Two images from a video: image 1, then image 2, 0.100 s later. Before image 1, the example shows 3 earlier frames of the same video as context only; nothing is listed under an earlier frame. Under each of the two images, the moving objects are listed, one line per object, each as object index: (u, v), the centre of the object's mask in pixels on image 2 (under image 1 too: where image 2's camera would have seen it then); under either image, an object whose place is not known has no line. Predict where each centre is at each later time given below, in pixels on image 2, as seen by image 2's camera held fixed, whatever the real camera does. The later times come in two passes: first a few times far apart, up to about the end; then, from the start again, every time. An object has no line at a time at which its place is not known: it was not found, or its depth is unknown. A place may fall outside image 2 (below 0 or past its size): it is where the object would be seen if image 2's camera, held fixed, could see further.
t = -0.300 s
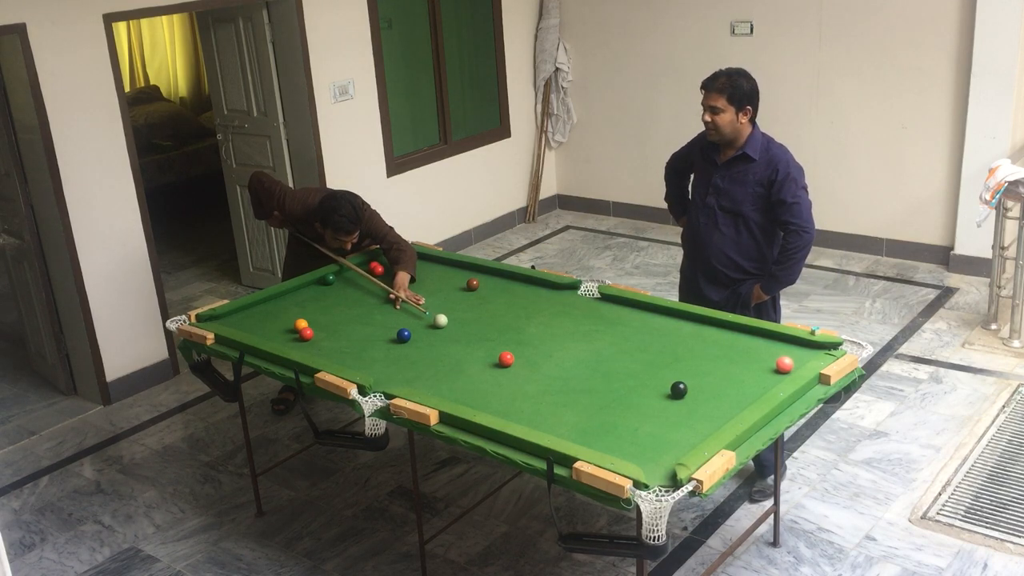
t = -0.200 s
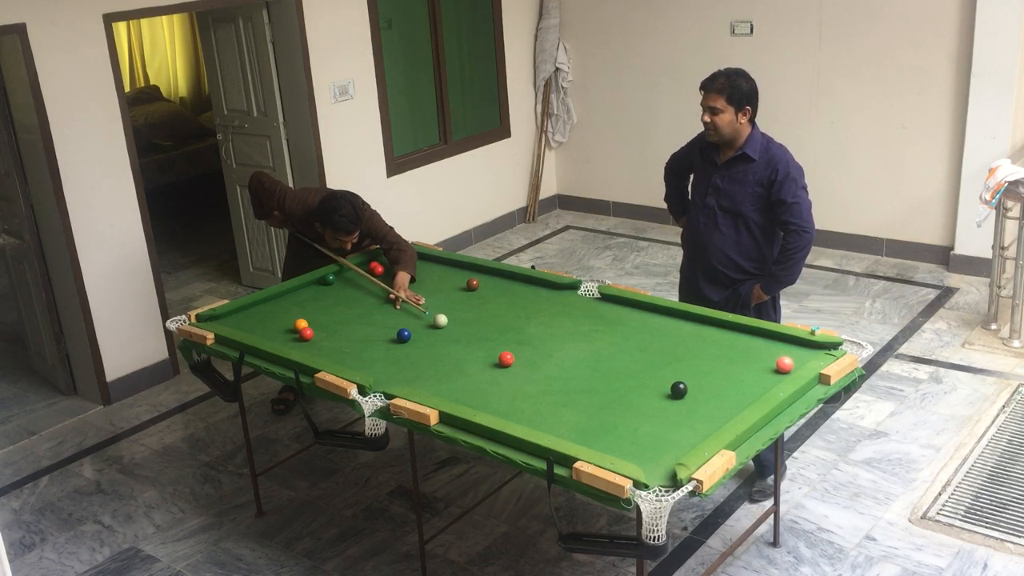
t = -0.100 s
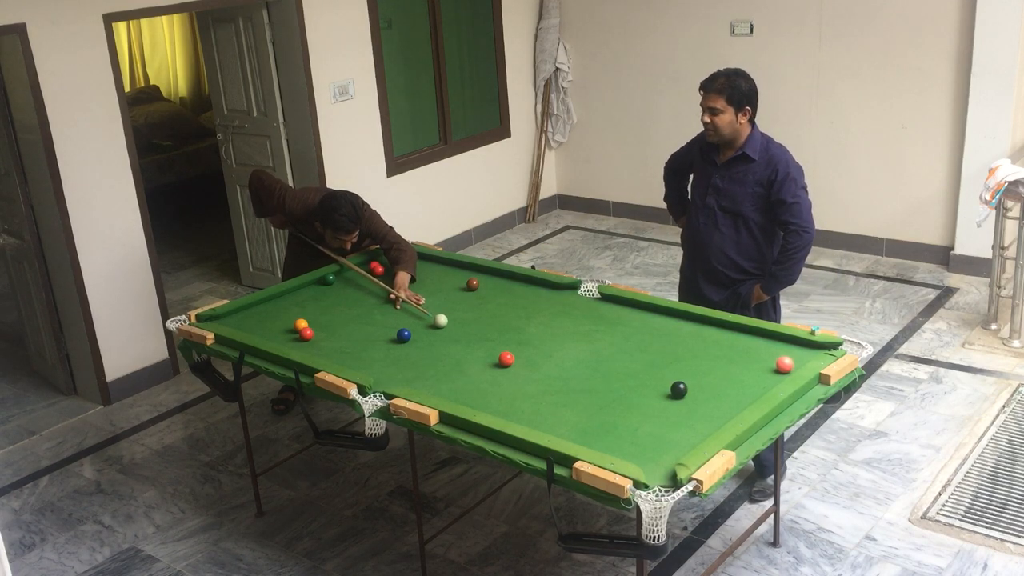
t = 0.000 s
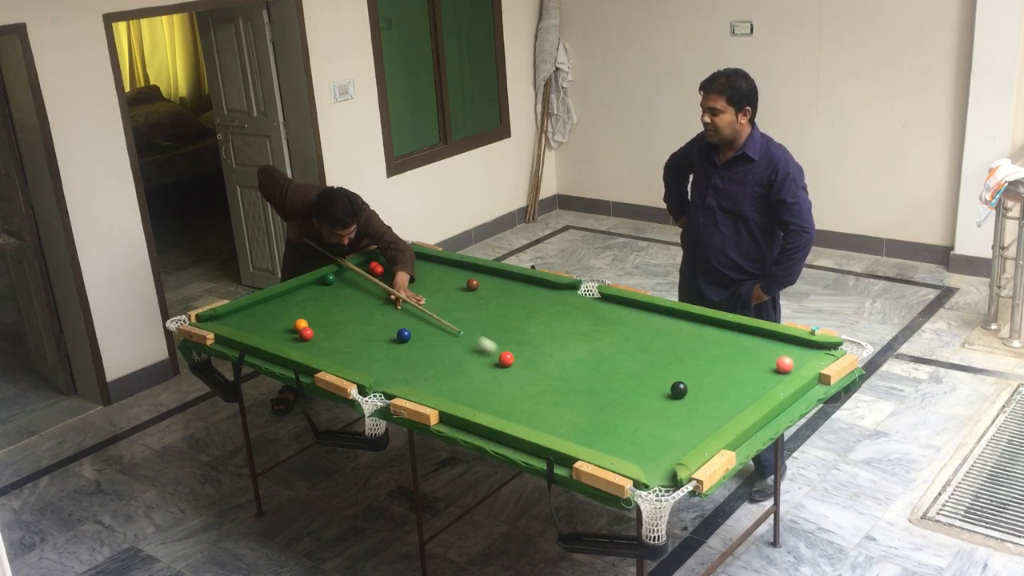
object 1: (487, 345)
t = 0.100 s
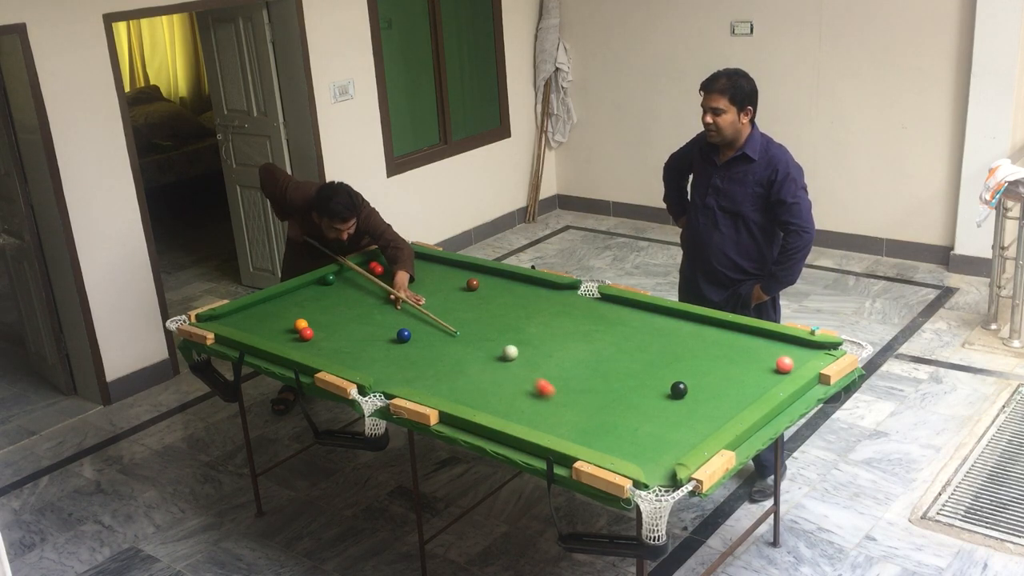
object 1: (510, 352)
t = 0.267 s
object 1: (529, 350)
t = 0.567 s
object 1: (561, 346)
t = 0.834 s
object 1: (589, 343)
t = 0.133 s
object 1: (514, 352)
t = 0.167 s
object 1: (518, 351)
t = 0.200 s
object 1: (521, 351)
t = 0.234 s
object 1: (525, 350)
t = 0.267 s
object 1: (529, 350)
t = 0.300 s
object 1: (532, 350)
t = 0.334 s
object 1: (536, 349)
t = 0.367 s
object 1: (540, 349)
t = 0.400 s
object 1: (543, 348)
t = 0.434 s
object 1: (547, 348)
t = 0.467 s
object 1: (551, 348)
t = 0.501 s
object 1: (554, 347)
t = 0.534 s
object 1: (558, 347)
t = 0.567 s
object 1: (561, 346)
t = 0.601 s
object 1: (565, 346)
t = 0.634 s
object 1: (569, 346)
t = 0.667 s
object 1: (572, 345)
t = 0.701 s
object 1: (575, 345)
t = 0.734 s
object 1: (579, 344)
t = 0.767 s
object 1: (583, 344)
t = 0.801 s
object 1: (586, 344)
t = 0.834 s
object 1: (589, 343)
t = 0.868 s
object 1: (593, 343)
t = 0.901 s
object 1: (596, 343)
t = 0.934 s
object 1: (599, 342)
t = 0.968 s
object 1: (603, 342)
